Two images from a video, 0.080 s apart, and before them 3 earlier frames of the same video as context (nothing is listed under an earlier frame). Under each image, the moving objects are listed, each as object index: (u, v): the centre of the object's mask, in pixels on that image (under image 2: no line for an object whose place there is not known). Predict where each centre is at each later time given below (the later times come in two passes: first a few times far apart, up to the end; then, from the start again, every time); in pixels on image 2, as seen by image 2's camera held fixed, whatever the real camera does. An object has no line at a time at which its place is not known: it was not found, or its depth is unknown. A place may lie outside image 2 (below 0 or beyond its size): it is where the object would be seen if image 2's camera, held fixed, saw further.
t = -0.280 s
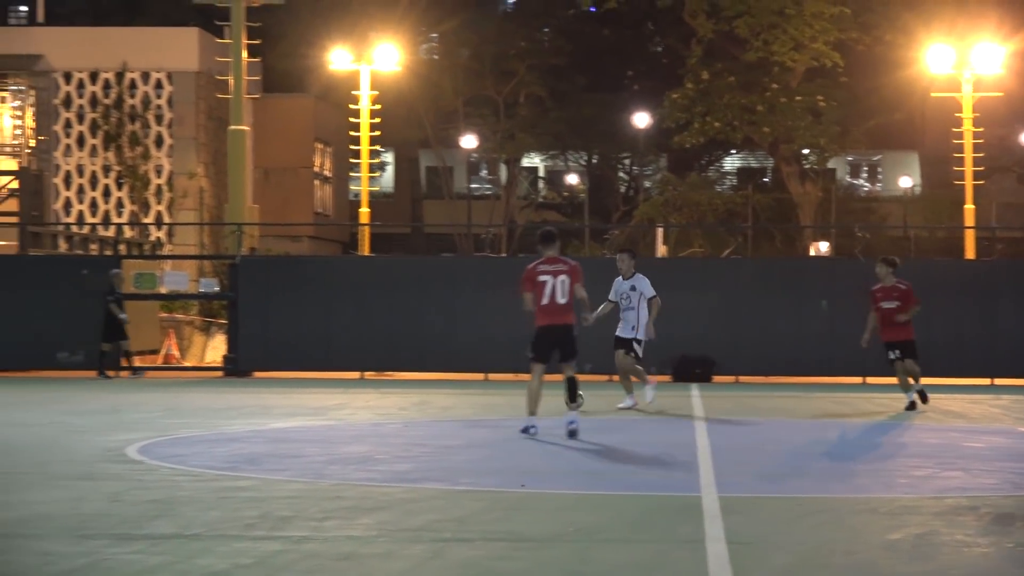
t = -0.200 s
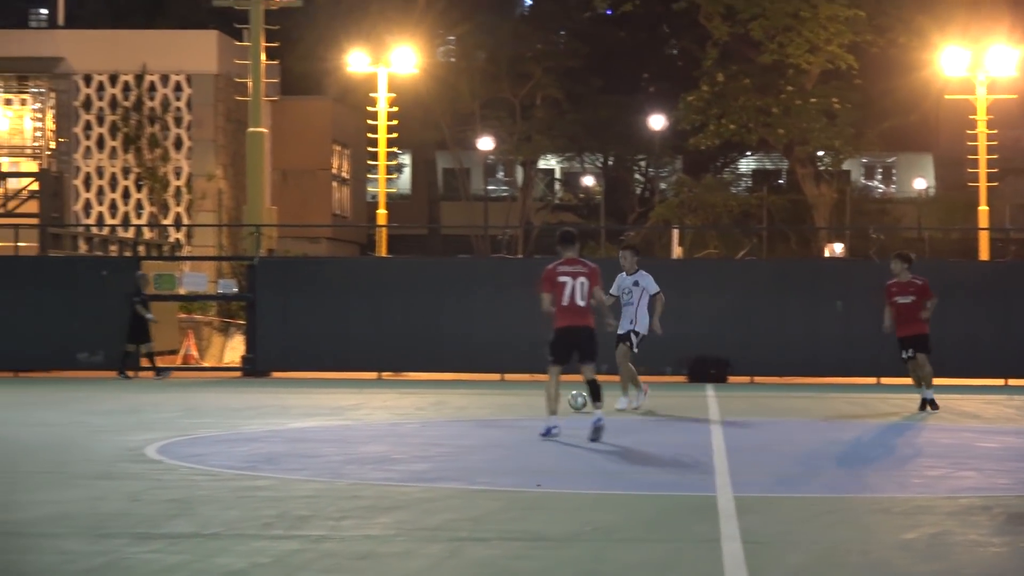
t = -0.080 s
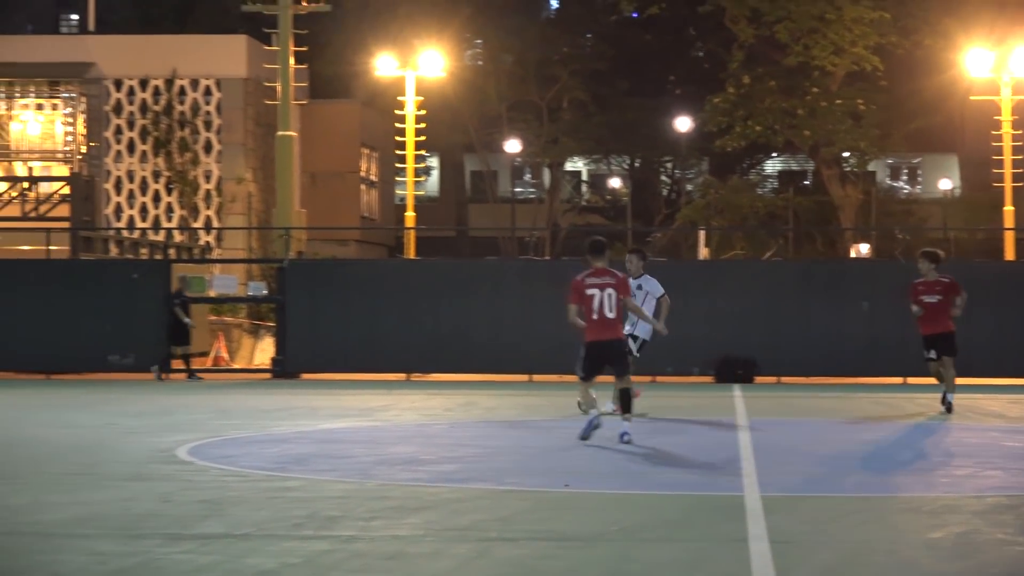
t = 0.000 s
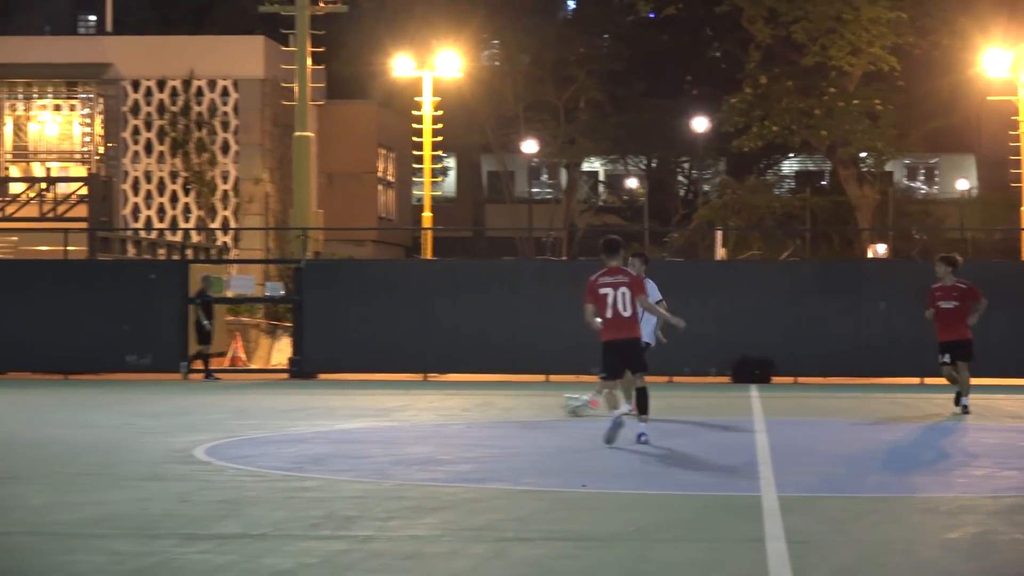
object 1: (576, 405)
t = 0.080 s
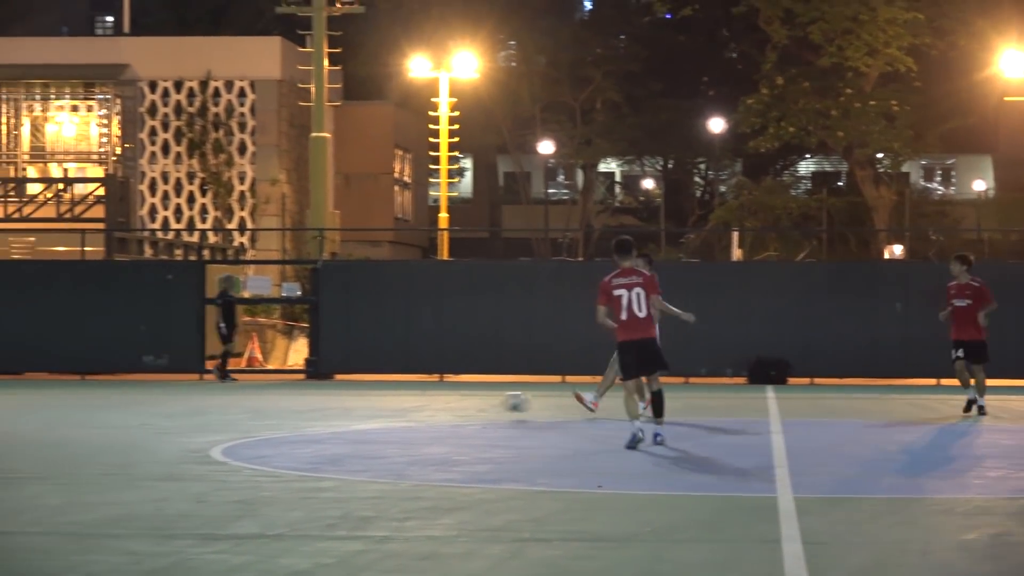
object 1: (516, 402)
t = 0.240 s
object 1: (360, 415)
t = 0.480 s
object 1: (146, 415)
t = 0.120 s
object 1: (478, 402)
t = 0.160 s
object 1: (438, 406)
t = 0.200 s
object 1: (399, 412)
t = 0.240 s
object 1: (360, 415)
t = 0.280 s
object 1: (324, 414)
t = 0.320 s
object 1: (288, 415)
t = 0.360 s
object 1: (250, 419)
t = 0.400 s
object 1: (212, 423)
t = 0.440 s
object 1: (179, 419)
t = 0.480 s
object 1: (146, 415)
